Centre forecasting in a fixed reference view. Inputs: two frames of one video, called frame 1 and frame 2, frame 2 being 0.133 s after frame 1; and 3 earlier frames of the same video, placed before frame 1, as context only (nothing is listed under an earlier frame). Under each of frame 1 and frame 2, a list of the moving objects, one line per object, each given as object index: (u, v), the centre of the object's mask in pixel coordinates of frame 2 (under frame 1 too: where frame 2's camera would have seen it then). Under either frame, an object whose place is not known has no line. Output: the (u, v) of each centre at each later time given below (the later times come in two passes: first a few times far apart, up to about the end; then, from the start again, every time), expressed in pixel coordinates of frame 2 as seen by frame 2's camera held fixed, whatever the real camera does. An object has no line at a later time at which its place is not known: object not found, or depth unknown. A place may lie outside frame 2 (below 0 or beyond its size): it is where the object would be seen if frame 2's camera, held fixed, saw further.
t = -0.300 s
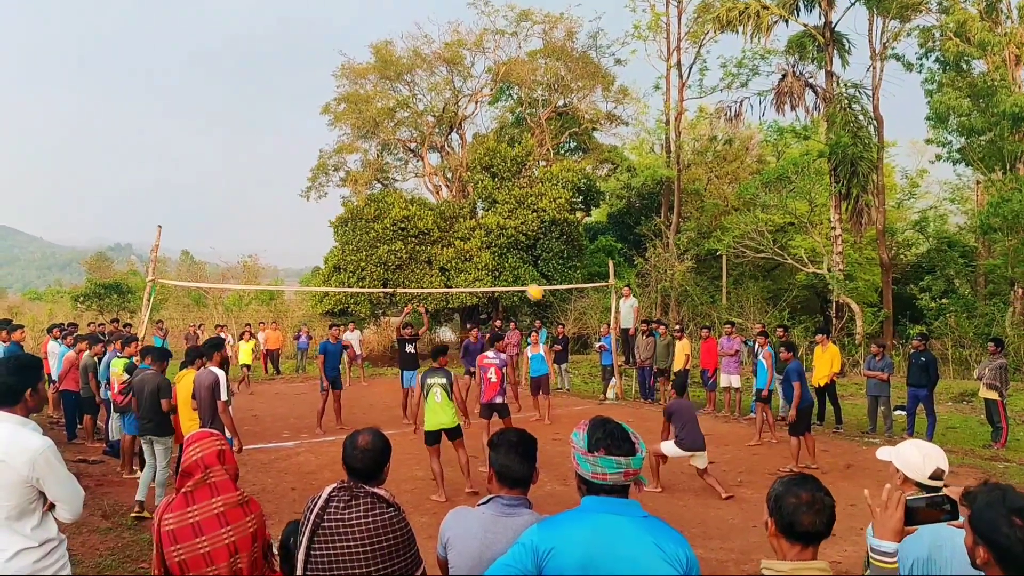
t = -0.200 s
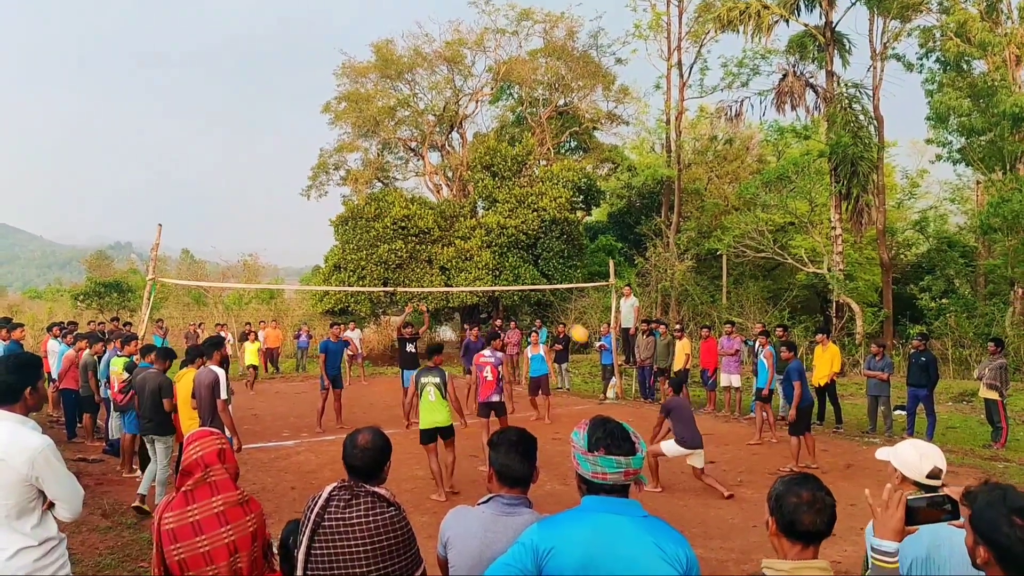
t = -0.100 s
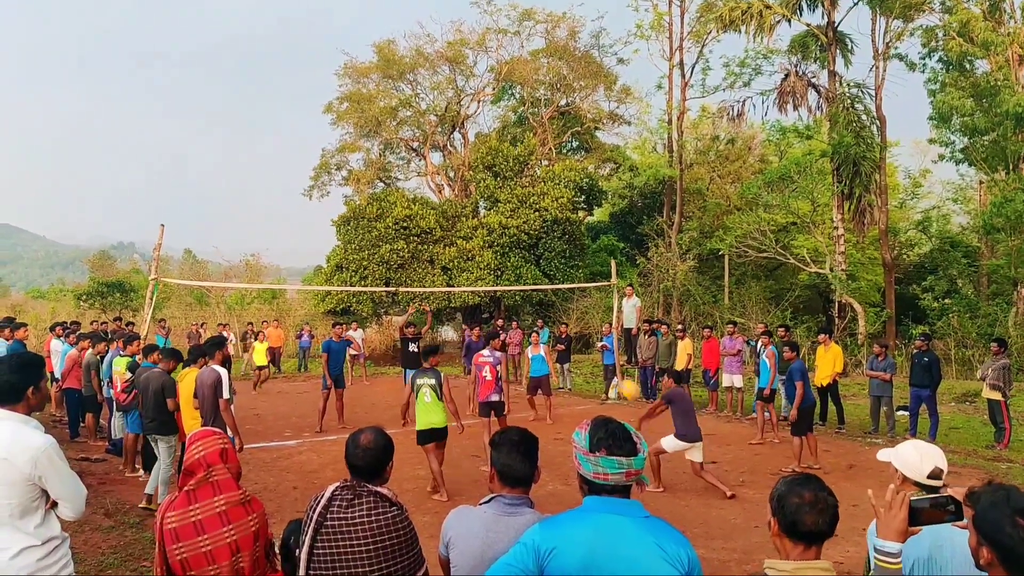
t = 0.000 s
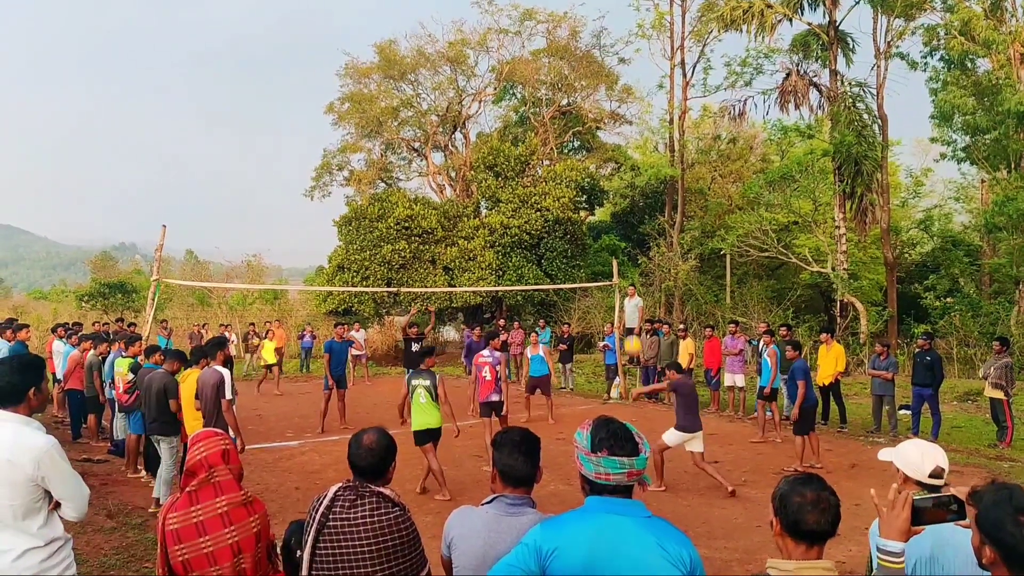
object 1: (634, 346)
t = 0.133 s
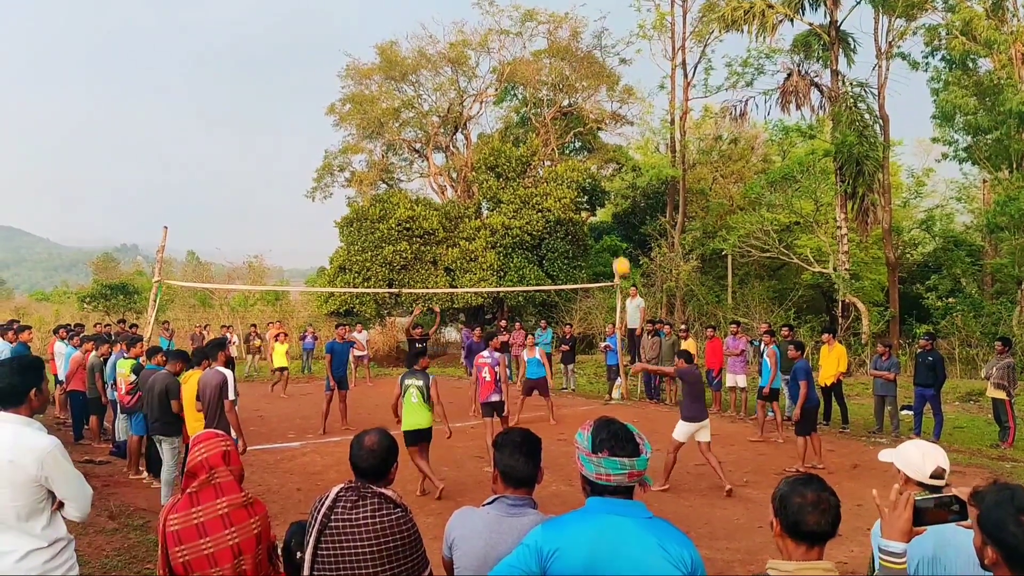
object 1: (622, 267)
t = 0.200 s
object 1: (615, 235)
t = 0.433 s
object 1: (598, 158)
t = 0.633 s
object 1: (588, 128)
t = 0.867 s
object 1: (578, 131)
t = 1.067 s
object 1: (572, 161)
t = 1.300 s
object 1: (565, 224)
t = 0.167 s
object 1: (618, 250)
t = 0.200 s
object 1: (615, 235)
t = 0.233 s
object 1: (613, 221)
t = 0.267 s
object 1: (611, 208)
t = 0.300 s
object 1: (608, 196)
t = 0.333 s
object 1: (606, 186)
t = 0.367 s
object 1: (603, 175)
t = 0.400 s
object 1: (600, 167)
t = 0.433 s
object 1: (598, 158)
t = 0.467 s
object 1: (597, 151)
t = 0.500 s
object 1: (594, 145)
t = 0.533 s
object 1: (593, 140)
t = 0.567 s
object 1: (591, 135)
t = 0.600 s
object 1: (590, 131)
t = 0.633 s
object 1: (588, 128)
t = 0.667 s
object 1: (587, 127)
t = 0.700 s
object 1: (586, 126)
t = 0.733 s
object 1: (585, 126)
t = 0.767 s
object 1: (583, 125)
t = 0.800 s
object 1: (581, 127)
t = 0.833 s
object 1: (580, 129)
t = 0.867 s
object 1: (578, 131)
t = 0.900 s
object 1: (577, 134)
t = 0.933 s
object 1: (576, 138)
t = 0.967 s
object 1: (574, 143)
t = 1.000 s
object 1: (574, 149)
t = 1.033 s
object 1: (573, 154)
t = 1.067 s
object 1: (572, 161)
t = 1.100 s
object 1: (571, 168)
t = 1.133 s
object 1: (570, 176)
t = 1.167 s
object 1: (569, 184)
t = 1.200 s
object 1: (568, 195)
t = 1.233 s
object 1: (567, 204)
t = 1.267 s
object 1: (566, 214)
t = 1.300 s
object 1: (565, 224)
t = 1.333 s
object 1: (564, 235)
